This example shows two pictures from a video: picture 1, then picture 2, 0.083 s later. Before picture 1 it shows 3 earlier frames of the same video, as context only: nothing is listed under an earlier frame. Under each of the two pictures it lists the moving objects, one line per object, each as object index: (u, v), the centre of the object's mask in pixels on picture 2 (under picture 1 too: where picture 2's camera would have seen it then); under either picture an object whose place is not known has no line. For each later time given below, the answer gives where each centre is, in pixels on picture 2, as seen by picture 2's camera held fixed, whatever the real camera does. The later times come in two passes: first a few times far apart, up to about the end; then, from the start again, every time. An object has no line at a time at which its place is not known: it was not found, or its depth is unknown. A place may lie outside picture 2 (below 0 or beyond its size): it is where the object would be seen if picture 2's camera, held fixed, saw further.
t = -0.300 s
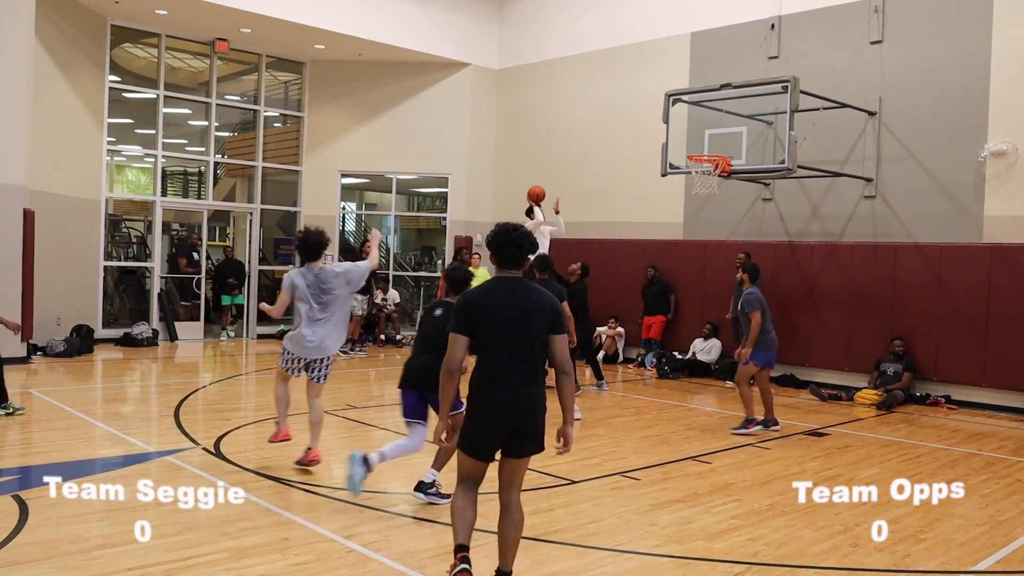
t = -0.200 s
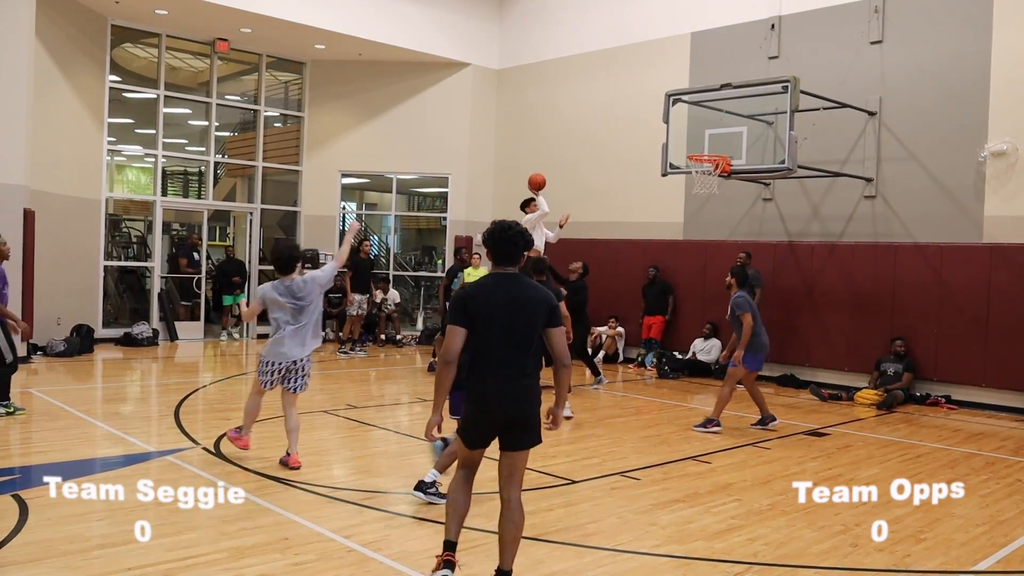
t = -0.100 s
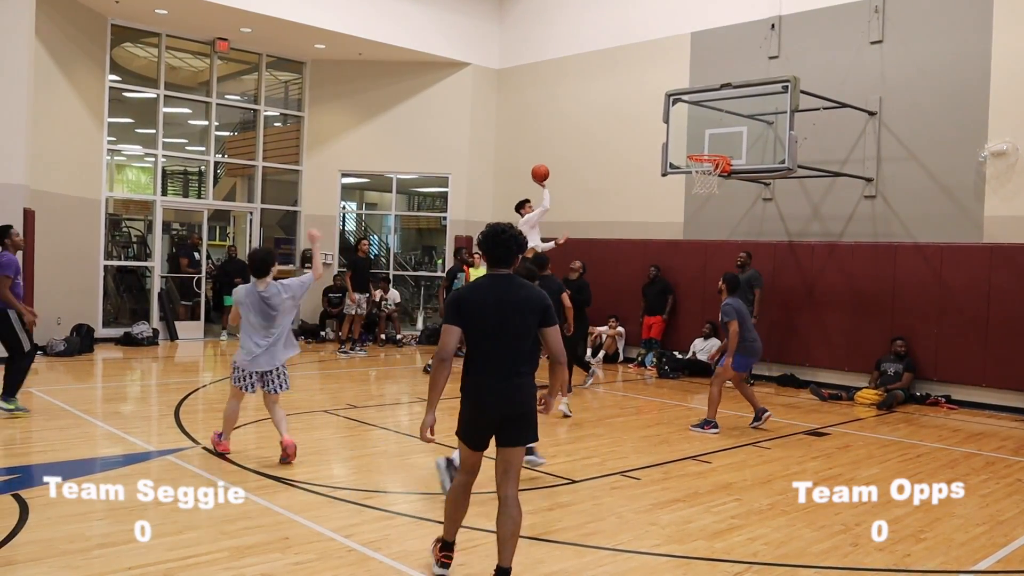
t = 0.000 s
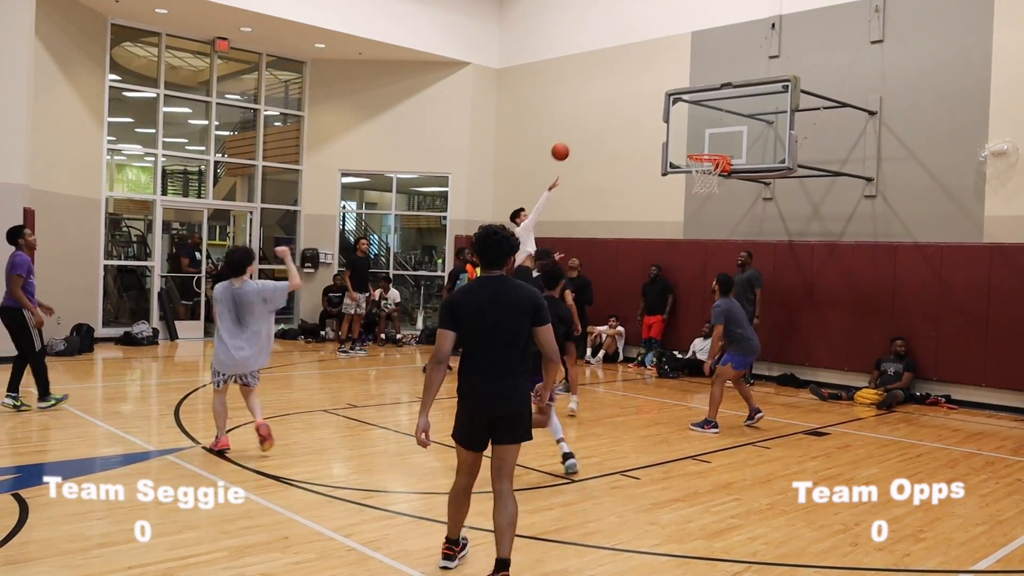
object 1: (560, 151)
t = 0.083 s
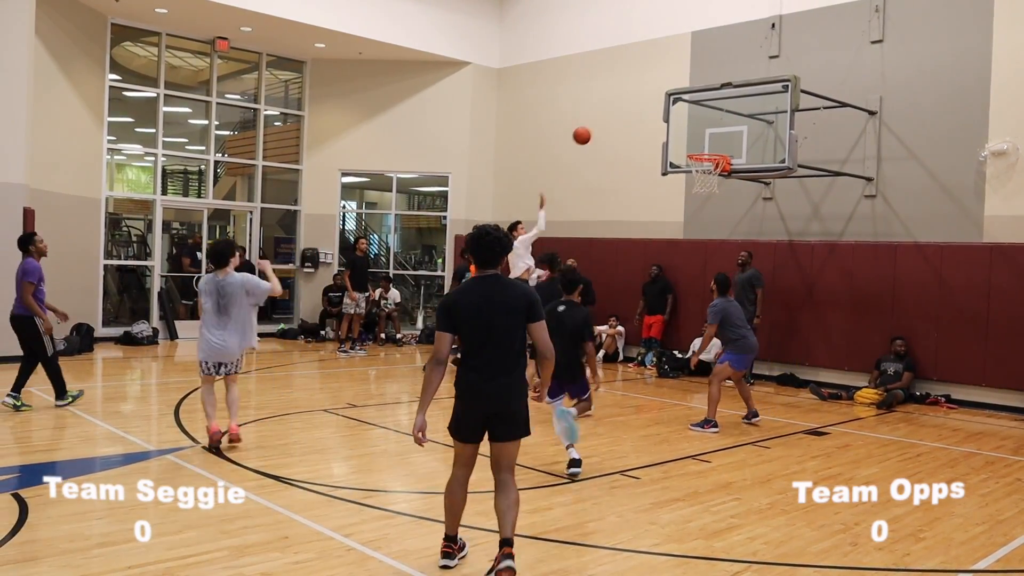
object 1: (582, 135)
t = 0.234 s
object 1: (621, 119)
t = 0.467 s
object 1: (683, 127)
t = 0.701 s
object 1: (696, 146)
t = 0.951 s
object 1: (671, 138)
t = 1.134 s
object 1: (653, 161)
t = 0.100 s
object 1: (586, 133)
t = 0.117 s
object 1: (590, 130)
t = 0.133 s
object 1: (595, 128)
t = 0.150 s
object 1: (599, 126)
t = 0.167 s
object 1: (604, 124)
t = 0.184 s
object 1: (608, 123)
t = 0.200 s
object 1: (612, 121)
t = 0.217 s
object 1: (616, 120)
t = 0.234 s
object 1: (621, 119)
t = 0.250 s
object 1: (625, 118)
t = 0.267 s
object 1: (630, 118)
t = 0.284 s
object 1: (634, 117)
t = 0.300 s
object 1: (639, 117)
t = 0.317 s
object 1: (643, 117)
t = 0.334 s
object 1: (647, 117)
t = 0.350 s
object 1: (652, 118)
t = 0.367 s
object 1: (657, 119)
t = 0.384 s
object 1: (661, 120)
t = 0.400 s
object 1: (665, 121)
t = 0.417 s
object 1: (670, 122)
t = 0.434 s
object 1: (674, 123)
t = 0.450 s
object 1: (679, 125)
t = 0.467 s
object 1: (683, 127)
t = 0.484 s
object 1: (688, 129)
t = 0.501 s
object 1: (692, 132)
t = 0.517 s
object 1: (697, 135)
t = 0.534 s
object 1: (701, 138)
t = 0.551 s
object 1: (705, 141)
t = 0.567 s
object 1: (710, 144)
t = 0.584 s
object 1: (715, 146)
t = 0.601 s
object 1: (717, 148)
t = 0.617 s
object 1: (714, 148)
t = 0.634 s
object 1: (710, 147)
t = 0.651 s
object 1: (707, 147)
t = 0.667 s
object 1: (703, 146)
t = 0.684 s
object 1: (699, 147)
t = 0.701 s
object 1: (696, 146)
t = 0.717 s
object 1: (694, 146)
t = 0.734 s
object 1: (692, 144)
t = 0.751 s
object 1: (691, 143)
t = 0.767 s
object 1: (689, 141)
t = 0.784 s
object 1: (687, 140)
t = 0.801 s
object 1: (686, 139)
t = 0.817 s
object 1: (684, 138)
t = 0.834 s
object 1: (683, 137)
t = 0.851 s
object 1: (681, 137)
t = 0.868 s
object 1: (679, 136)
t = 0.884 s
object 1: (678, 136)
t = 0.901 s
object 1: (676, 137)
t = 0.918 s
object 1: (674, 137)
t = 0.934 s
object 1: (673, 138)
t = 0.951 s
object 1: (671, 138)
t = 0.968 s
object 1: (670, 139)
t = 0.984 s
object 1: (668, 141)
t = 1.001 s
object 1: (666, 142)
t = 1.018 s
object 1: (664, 144)
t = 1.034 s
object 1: (663, 146)
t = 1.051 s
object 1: (661, 148)
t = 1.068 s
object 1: (659, 150)
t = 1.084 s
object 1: (658, 152)
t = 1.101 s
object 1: (656, 155)
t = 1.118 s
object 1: (654, 158)
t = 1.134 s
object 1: (653, 161)
